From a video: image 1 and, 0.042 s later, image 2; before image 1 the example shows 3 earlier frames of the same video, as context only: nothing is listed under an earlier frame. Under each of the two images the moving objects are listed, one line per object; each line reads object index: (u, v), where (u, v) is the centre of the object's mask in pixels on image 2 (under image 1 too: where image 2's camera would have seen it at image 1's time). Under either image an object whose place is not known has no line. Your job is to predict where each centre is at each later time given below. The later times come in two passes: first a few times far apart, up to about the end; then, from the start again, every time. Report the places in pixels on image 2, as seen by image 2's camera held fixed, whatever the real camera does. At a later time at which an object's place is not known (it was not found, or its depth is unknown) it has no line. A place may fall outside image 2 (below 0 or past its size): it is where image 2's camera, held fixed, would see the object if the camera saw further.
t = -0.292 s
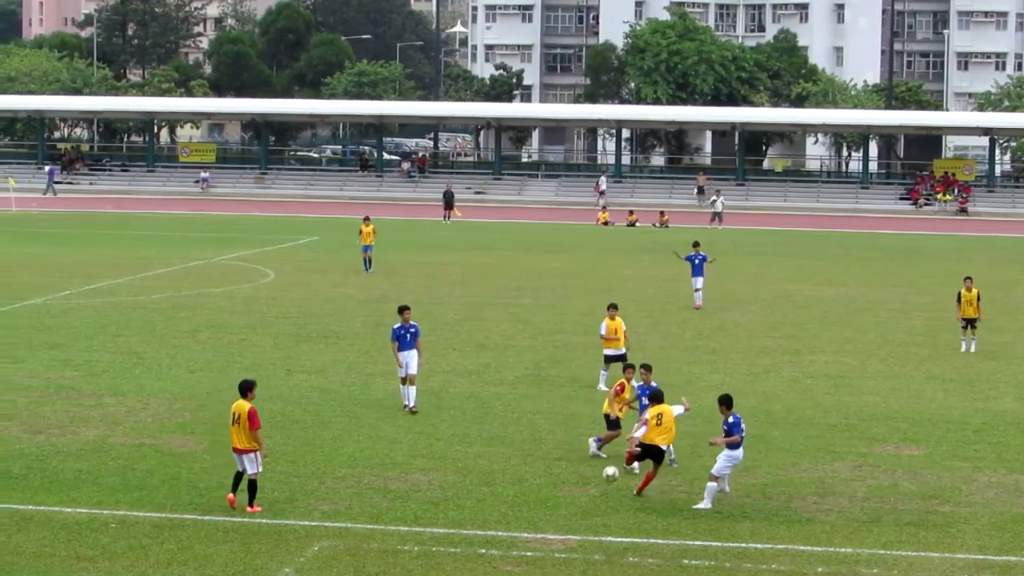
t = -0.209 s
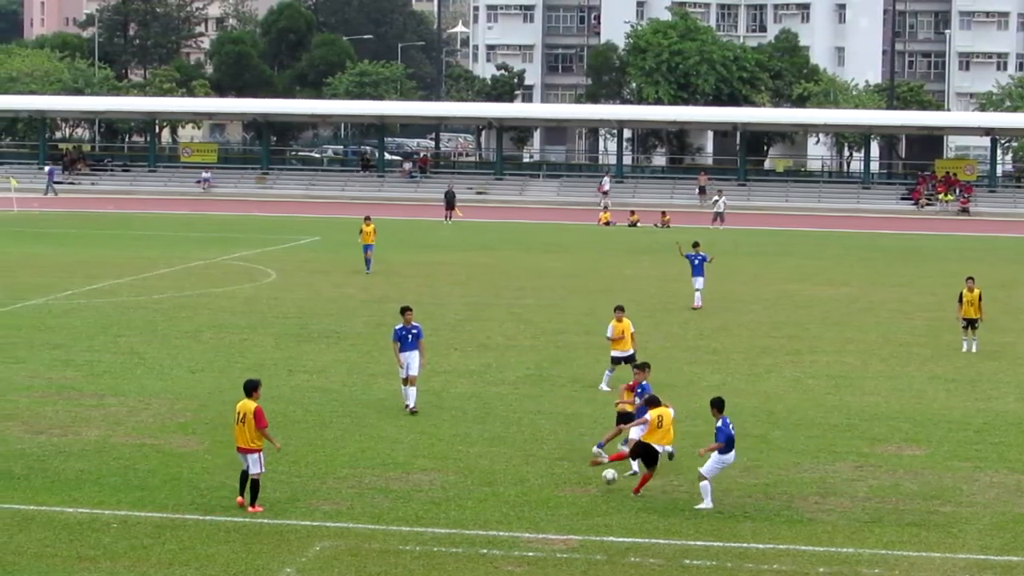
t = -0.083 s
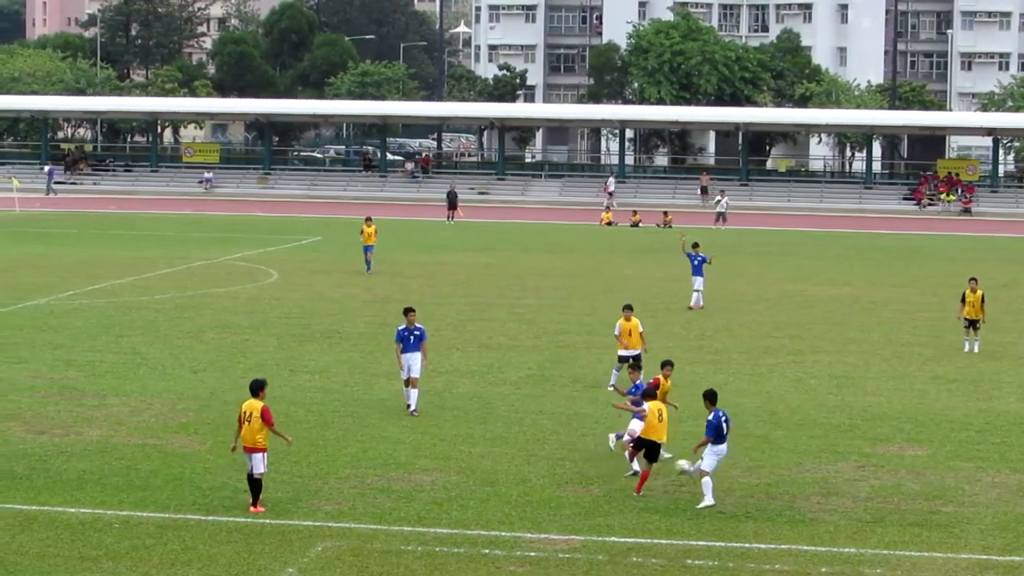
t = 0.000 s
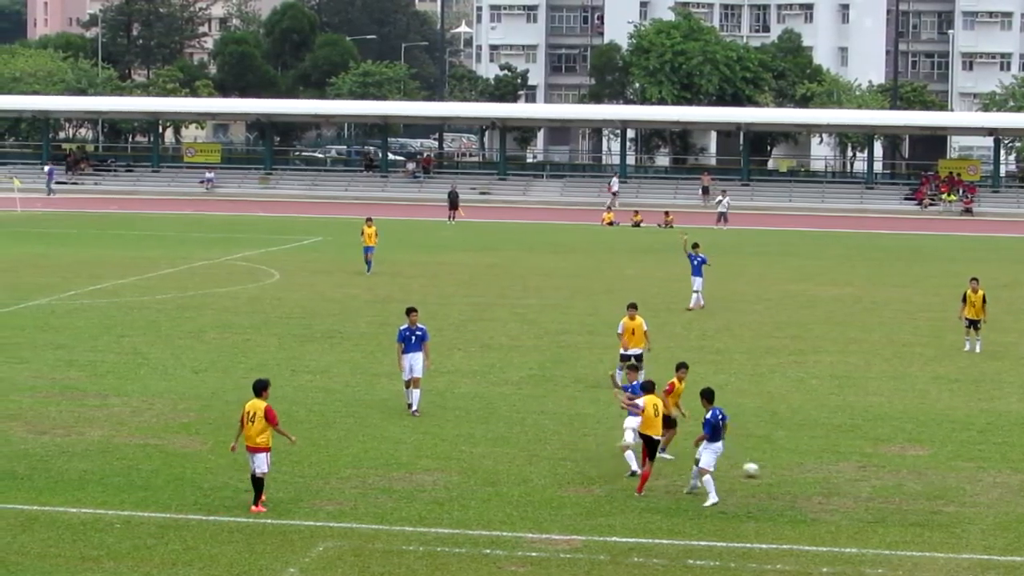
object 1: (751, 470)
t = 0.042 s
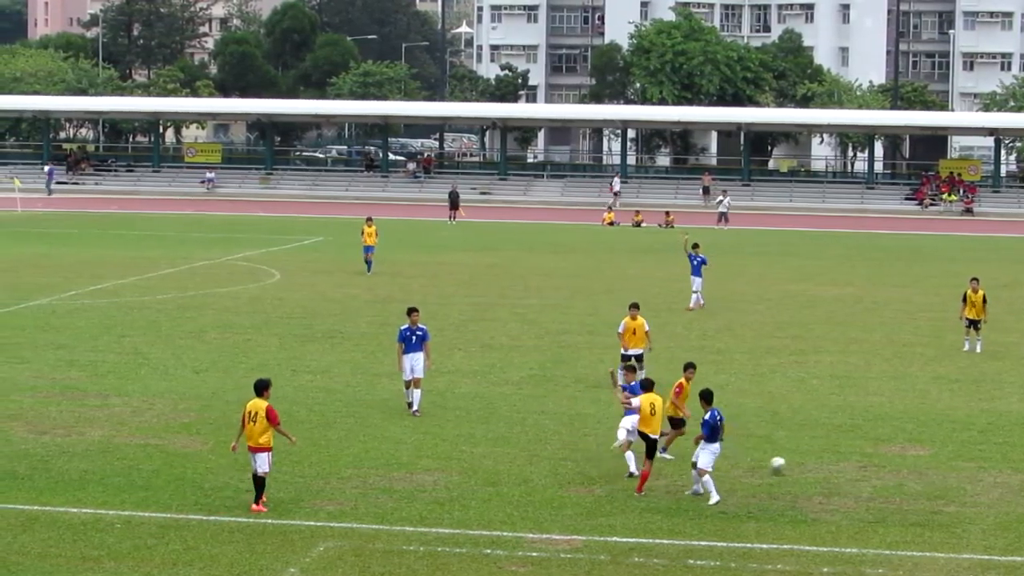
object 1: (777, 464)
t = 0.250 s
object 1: (897, 445)
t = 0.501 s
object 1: (1010, 437)
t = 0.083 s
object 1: (802, 457)
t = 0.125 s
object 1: (827, 452)
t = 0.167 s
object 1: (851, 448)
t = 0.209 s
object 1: (874, 446)
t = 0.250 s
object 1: (897, 445)
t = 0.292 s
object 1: (920, 446)
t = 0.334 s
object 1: (943, 447)
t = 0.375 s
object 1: (964, 449)
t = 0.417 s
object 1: (980, 445)
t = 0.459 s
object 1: (993, 440)
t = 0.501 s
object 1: (1010, 437)
